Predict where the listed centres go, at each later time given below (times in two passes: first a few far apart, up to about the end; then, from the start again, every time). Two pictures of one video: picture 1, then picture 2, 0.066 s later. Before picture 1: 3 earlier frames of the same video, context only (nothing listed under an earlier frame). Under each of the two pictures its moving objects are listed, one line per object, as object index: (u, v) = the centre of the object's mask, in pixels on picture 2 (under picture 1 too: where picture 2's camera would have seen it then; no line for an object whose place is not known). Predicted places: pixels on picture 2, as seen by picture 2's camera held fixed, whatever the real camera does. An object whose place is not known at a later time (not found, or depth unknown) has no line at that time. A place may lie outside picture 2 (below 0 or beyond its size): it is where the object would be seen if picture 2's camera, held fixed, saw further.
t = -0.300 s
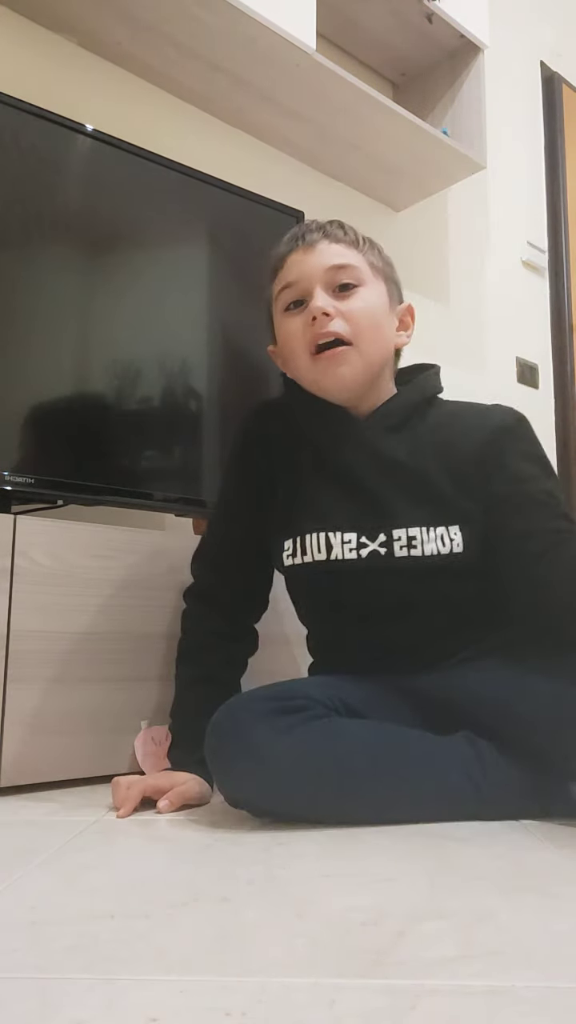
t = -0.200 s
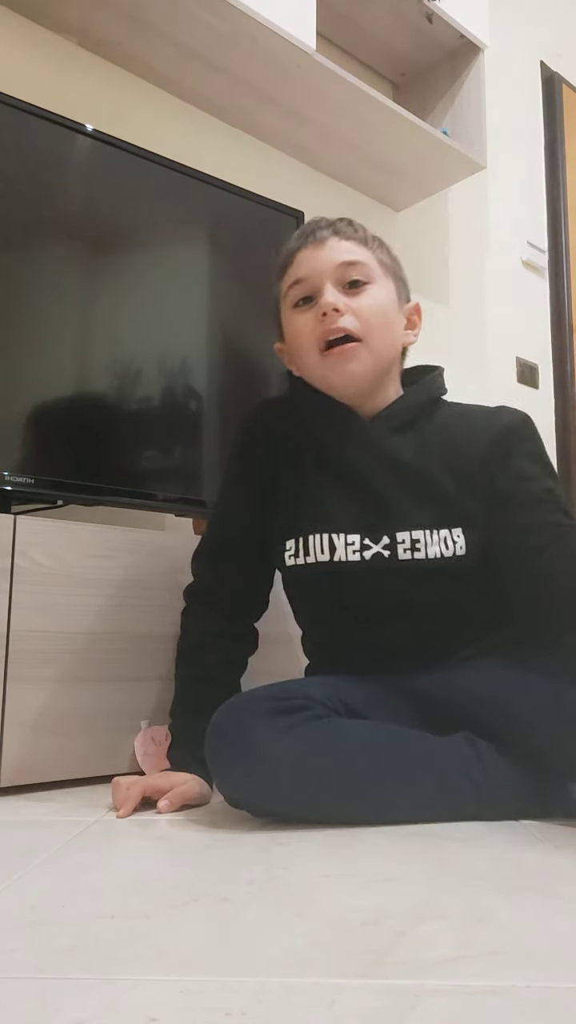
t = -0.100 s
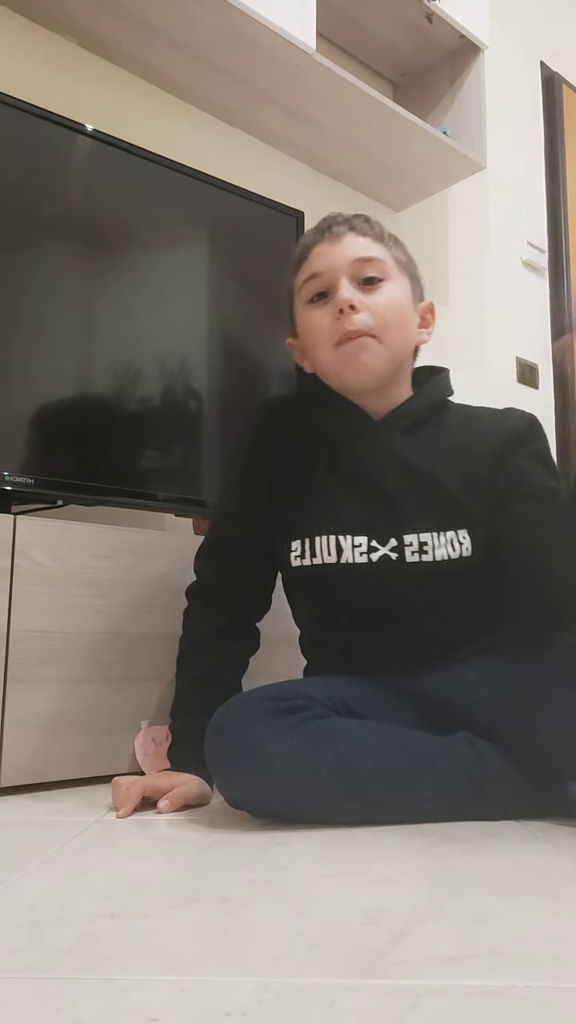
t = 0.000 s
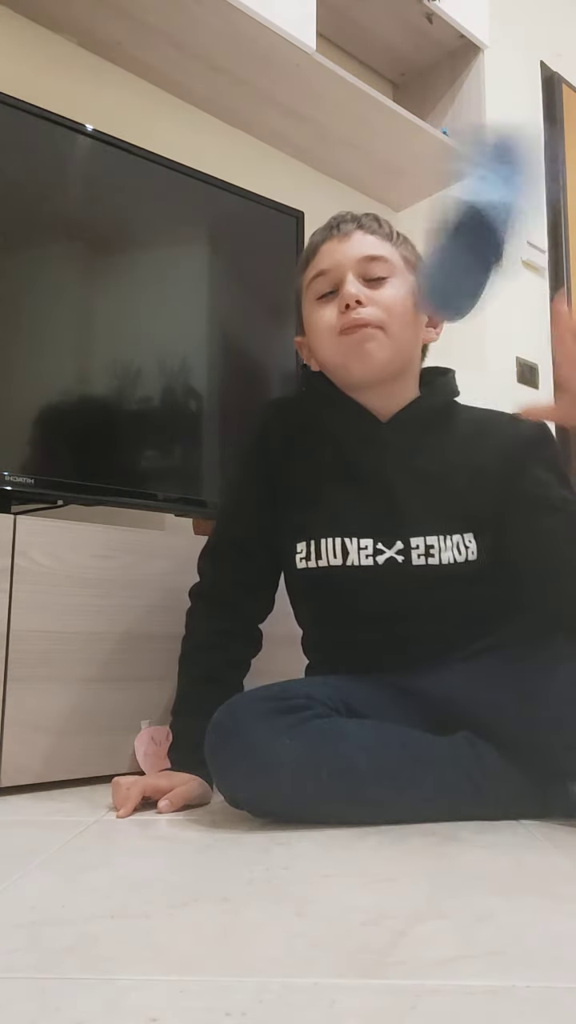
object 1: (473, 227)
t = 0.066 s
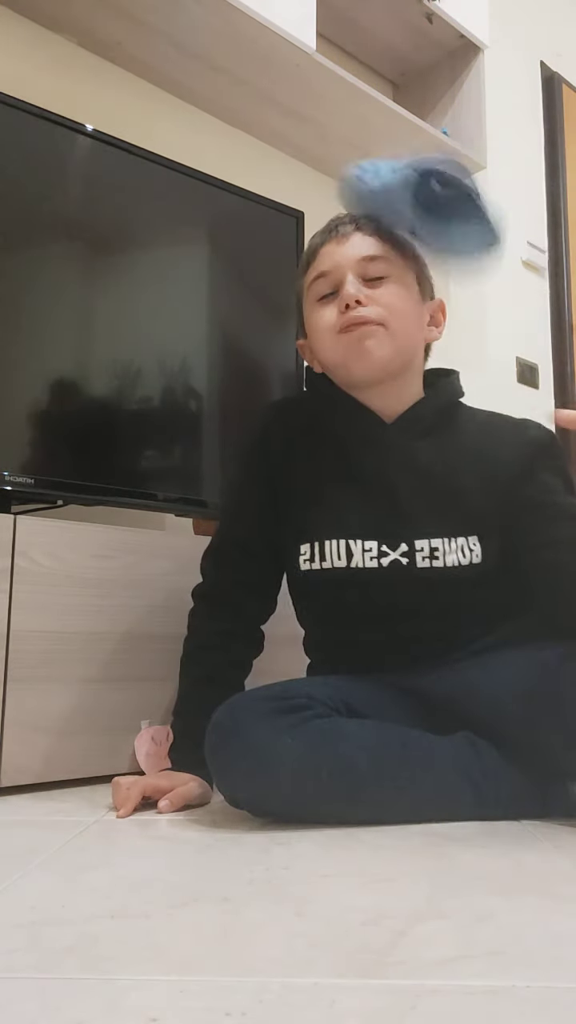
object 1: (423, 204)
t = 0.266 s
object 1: (380, 178)
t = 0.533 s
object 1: (361, 381)
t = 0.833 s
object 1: (347, 719)
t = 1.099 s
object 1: (202, 905)
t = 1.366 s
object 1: (66, 928)
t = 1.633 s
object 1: (74, 922)
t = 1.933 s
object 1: (68, 929)
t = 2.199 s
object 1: (67, 928)
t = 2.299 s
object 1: (71, 928)
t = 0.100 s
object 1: (415, 179)
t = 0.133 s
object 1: (407, 163)
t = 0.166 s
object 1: (401, 156)
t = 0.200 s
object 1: (395, 160)
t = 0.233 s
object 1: (386, 171)
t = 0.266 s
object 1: (380, 178)
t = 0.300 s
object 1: (374, 194)
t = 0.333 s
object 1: (368, 211)
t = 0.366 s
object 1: (357, 235)
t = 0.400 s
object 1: (359, 246)
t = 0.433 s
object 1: (356, 256)
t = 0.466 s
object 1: (356, 278)
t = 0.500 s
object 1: (357, 319)
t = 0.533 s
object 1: (361, 381)
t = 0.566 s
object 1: (367, 461)
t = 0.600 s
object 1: (369, 550)
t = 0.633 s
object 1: (396, 694)
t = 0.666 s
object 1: (367, 805)
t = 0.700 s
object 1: (379, 826)
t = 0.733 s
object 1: (375, 786)
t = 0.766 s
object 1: (367, 755)
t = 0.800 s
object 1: (358, 726)
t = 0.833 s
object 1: (347, 719)
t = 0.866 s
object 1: (349, 756)
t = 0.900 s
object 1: (344, 806)
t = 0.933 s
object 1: (338, 876)
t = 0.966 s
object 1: (304, 887)
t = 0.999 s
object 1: (263, 902)
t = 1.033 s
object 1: (243, 899)
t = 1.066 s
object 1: (224, 888)
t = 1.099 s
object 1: (202, 905)
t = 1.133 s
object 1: (189, 908)
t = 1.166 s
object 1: (176, 899)
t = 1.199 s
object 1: (151, 898)
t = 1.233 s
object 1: (126, 904)
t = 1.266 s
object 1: (110, 904)
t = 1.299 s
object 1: (88, 903)
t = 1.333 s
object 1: (74, 909)
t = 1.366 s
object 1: (66, 928)
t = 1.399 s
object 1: (56, 905)
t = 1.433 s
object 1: (55, 891)
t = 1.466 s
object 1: (54, 899)
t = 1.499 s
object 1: (55, 908)
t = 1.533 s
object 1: (65, 924)
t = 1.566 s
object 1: (70, 927)
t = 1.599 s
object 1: (73, 921)
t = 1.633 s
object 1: (74, 922)
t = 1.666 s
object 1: (71, 927)
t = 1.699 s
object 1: (68, 929)
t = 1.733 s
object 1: (61, 921)
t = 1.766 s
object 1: (61, 921)
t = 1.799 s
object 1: (66, 928)
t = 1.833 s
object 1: (71, 924)
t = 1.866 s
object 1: (72, 924)
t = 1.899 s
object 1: (70, 925)
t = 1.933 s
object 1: (68, 929)
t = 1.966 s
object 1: (63, 923)
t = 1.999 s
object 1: (65, 926)
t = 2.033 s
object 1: (70, 928)
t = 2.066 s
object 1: (72, 925)
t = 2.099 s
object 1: (72, 926)
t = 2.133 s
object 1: (70, 930)
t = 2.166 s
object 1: (65, 925)
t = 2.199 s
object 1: (67, 928)
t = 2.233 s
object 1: (71, 928)
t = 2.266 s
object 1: (71, 927)
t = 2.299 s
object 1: (71, 928)
